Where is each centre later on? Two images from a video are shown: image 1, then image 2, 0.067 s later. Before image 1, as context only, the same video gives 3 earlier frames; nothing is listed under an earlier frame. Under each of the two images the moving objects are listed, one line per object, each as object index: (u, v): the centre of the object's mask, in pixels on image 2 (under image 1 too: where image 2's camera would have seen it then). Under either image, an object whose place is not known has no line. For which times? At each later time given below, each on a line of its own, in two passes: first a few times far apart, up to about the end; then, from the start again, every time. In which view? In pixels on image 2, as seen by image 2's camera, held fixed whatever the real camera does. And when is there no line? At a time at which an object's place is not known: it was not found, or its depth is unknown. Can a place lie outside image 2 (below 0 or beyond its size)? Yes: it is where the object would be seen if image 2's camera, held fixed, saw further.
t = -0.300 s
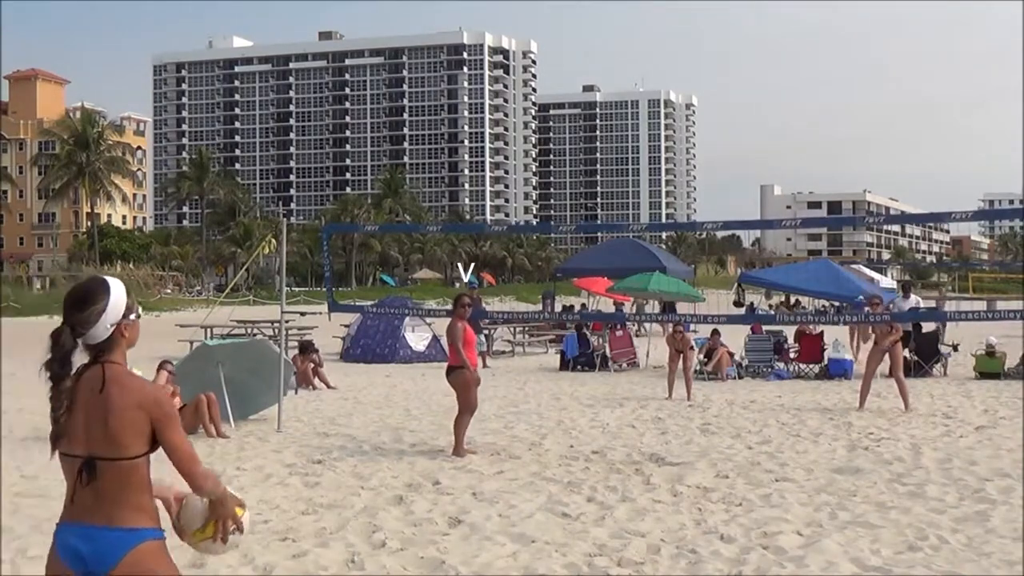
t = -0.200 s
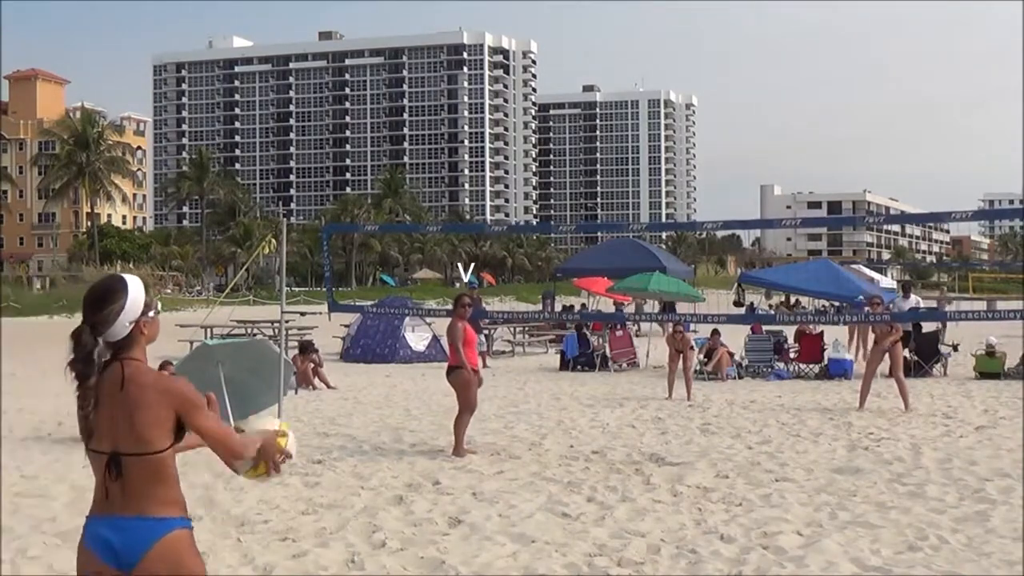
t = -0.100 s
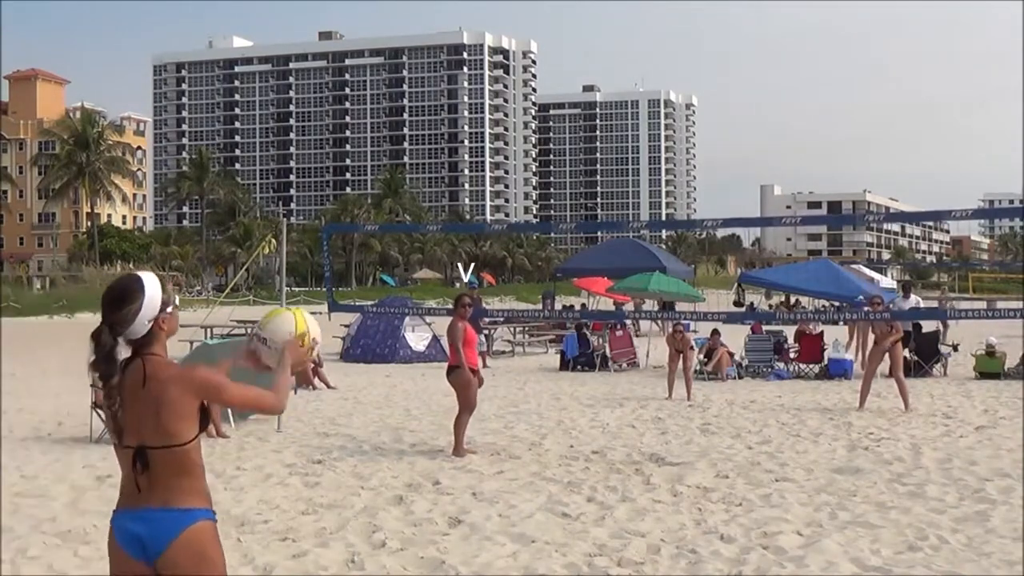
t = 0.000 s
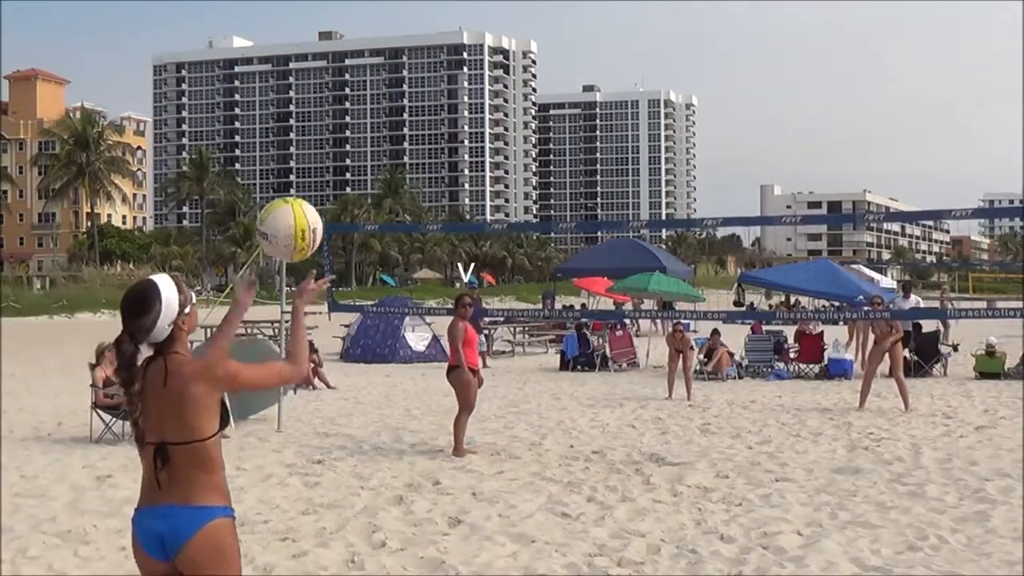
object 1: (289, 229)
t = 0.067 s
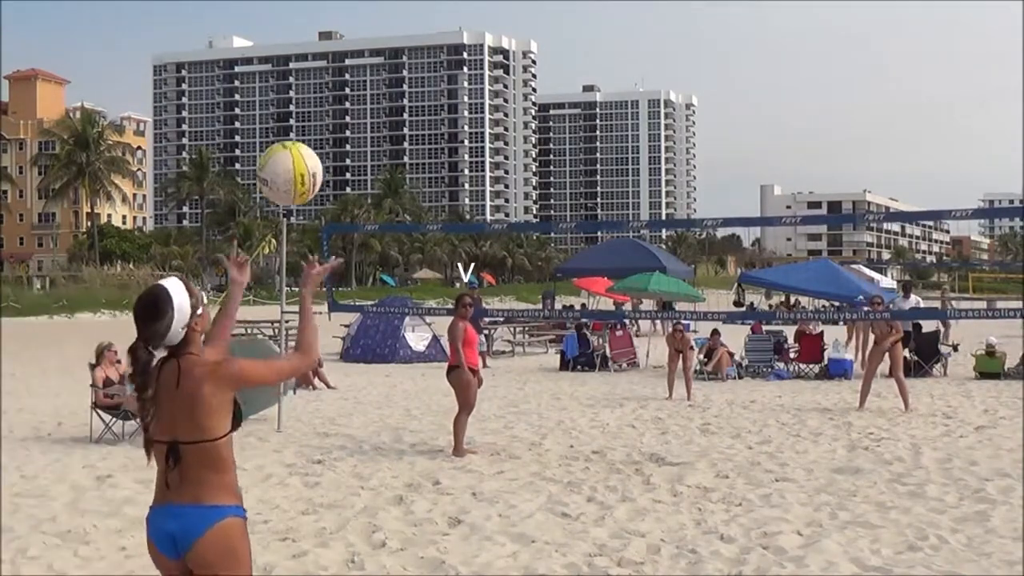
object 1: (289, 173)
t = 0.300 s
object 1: (291, 81)
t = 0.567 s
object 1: (291, 166)
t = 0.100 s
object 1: (289, 151)
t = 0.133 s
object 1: (290, 131)
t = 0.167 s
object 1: (290, 115)
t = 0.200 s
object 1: (290, 101)
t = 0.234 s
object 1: (290, 92)
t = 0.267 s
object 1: (290, 85)
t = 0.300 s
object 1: (291, 81)
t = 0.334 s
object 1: (291, 81)
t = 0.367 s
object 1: (290, 84)
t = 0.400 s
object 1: (291, 90)
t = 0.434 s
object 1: (291, 99)
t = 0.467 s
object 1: (291, 111)
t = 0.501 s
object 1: (291, 126)
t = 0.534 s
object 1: (291, 145)
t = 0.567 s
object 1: (291, 166)
